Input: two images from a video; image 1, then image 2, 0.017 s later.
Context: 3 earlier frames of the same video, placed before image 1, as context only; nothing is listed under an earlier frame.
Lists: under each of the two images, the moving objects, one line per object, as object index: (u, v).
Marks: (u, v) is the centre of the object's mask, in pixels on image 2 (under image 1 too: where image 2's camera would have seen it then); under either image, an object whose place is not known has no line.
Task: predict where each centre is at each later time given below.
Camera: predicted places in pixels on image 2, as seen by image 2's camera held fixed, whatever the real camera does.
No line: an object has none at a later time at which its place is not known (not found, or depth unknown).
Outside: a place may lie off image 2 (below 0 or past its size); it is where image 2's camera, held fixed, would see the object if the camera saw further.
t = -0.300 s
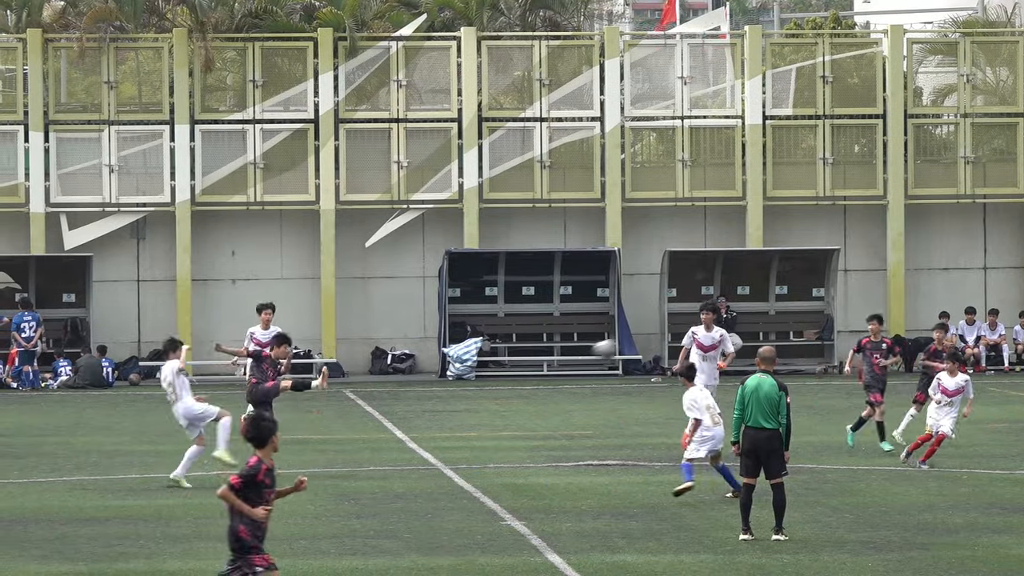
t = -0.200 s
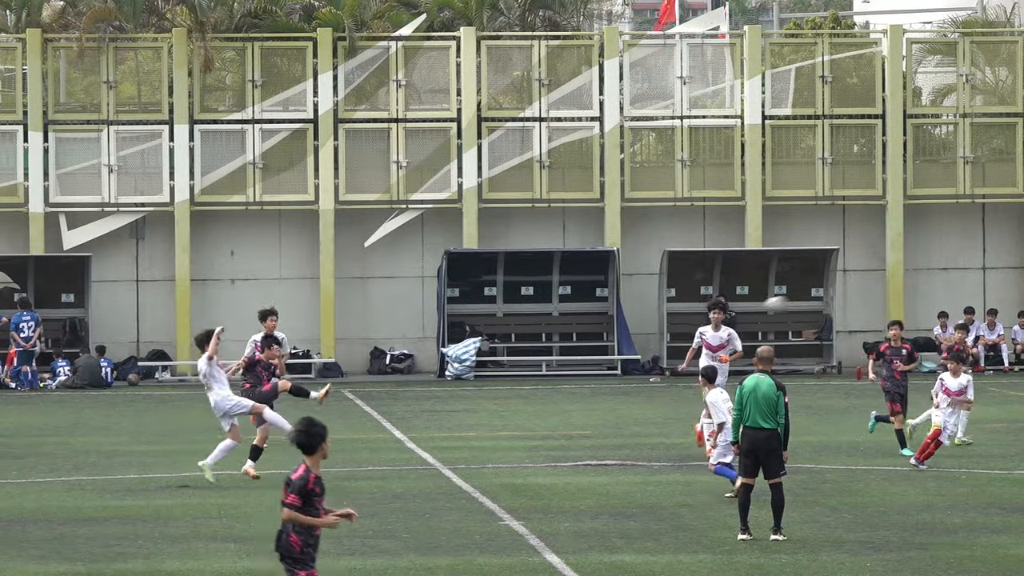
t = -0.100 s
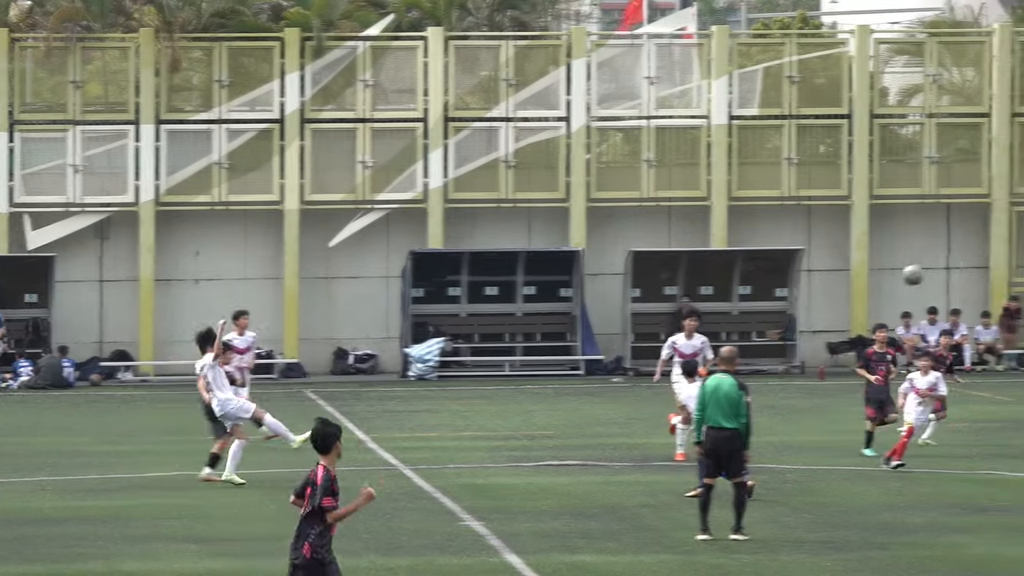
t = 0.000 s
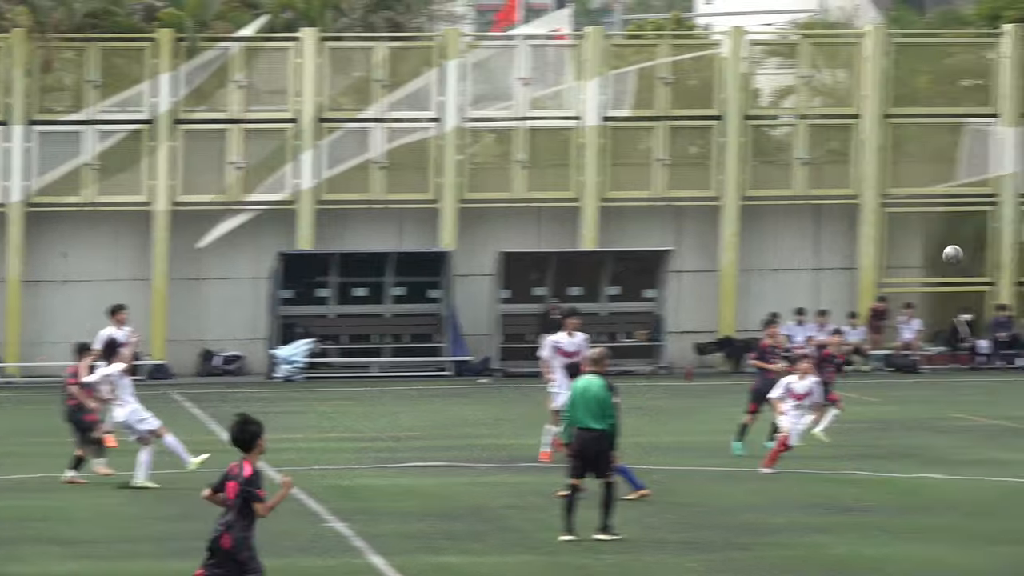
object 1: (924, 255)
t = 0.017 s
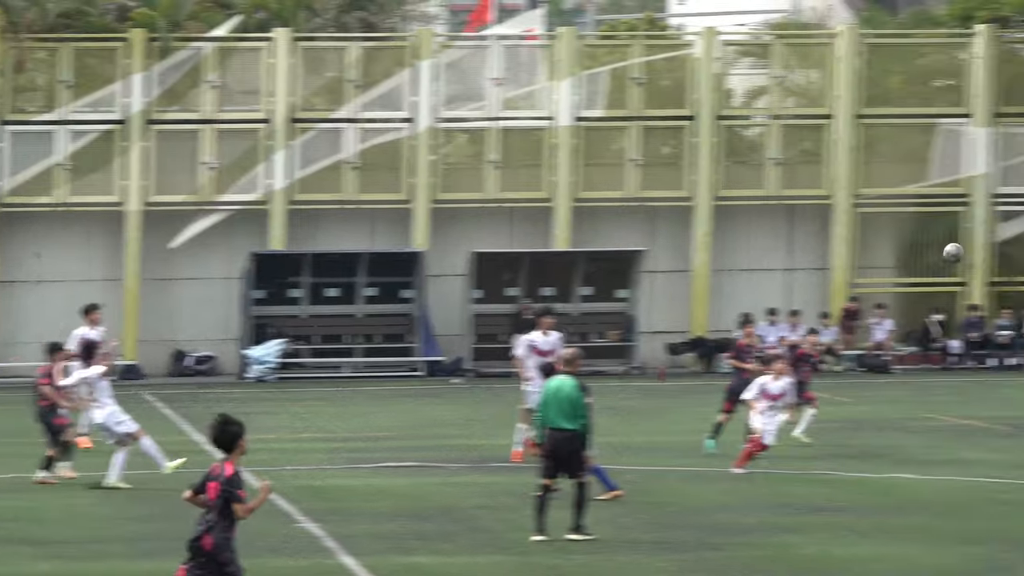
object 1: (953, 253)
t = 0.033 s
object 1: (982, 251)
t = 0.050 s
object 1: (1012, 247)
